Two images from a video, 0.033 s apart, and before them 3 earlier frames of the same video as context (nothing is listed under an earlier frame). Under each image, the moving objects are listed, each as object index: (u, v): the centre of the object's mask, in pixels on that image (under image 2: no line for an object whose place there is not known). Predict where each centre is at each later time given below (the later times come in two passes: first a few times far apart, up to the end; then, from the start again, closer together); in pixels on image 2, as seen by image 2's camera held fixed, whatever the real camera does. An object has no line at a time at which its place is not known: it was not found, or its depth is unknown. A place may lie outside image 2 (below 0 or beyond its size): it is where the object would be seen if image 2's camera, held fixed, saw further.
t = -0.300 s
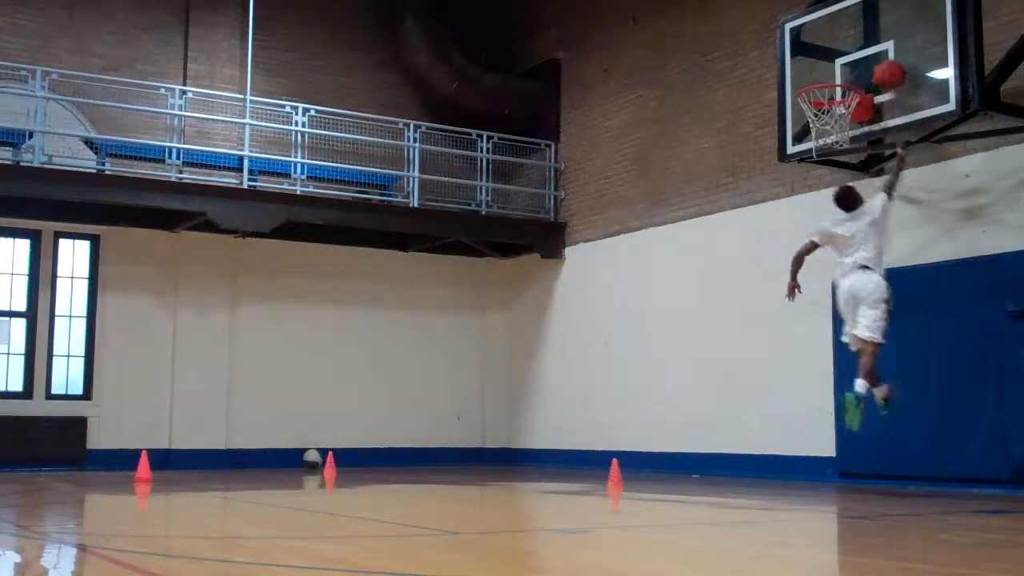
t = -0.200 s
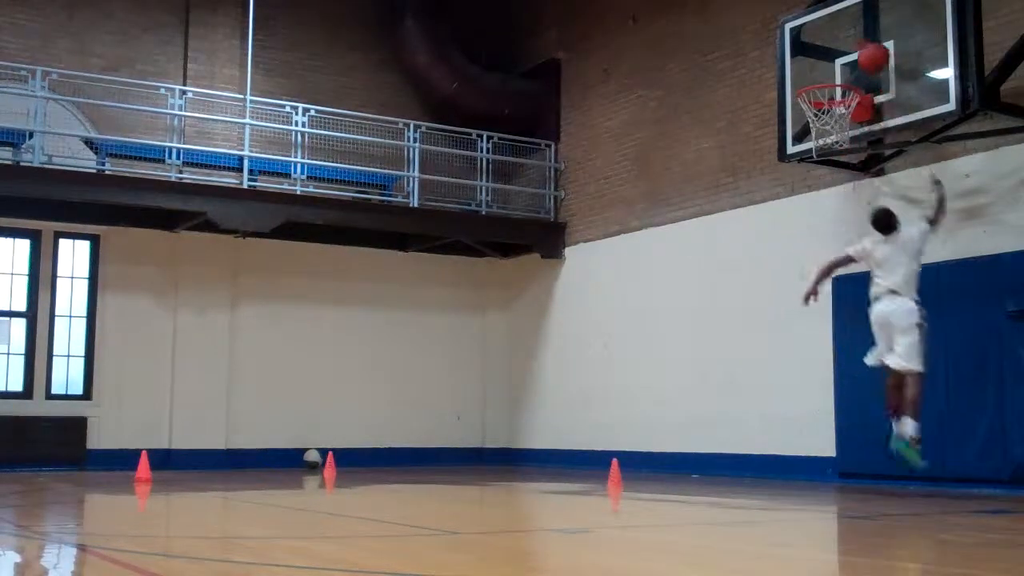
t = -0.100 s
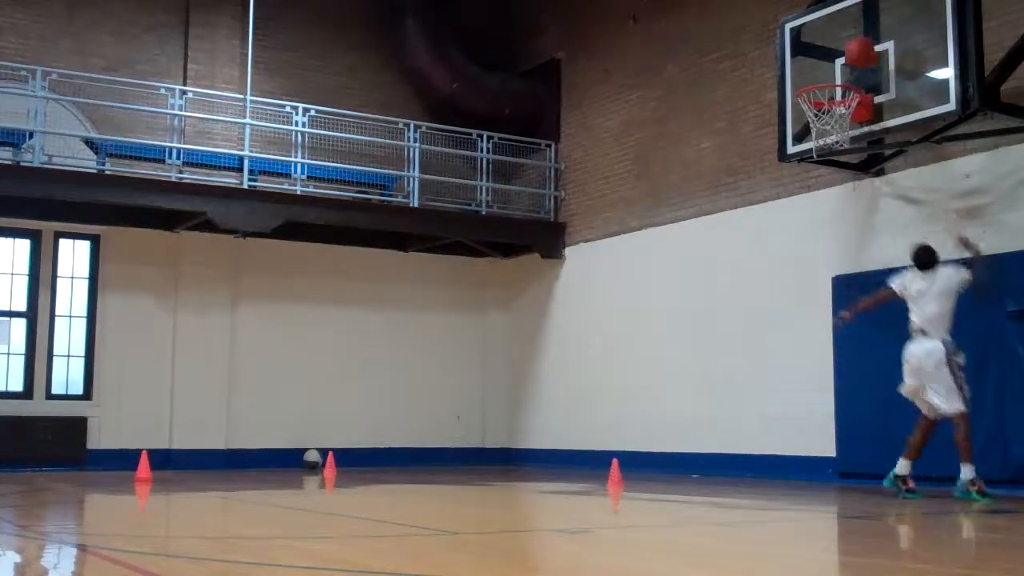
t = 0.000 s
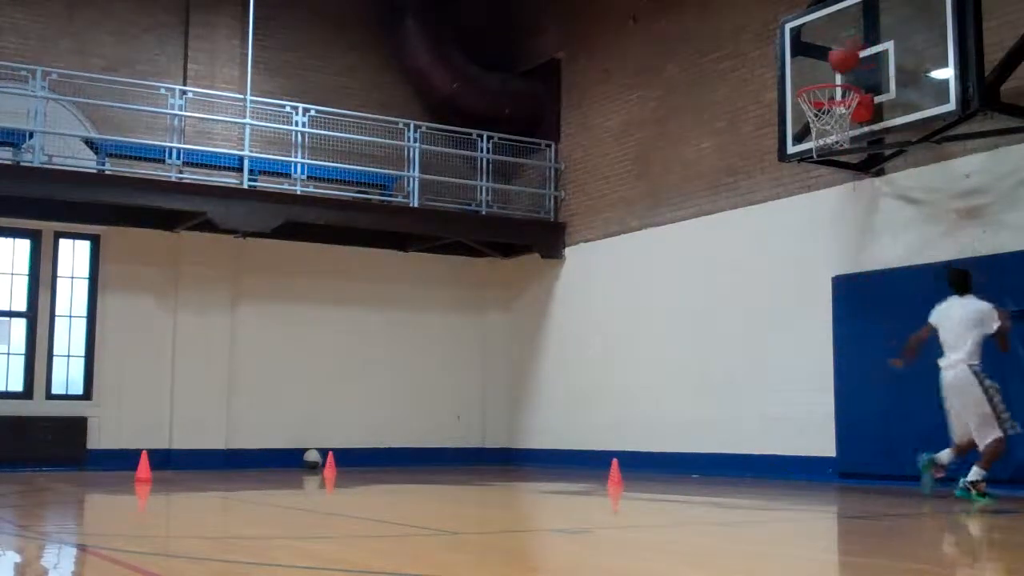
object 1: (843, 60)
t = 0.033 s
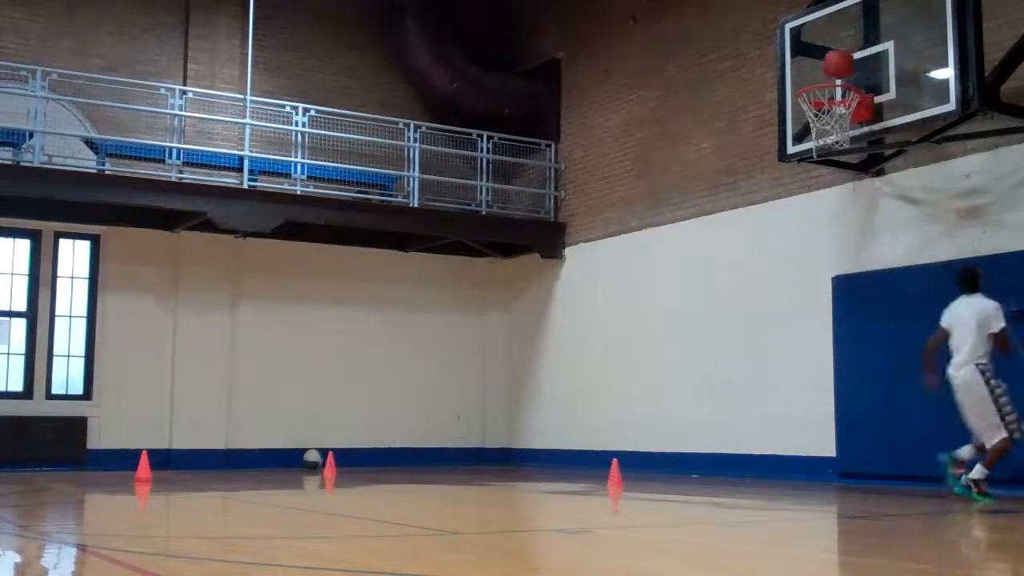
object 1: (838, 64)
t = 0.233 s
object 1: (831, 110)
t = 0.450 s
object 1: (833, 201)
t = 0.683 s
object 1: (842, 352)
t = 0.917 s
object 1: (855, 421)
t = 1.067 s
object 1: (871, 345)
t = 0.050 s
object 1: (836, 67)
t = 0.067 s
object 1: (834, 69)
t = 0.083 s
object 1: (832, 72)
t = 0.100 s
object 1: (830, 75)
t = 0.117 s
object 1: (828, 77)
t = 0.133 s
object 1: (825, 78)
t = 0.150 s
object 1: (825, 81)
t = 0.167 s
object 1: (828, 83)
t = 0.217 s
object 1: (834, 106)
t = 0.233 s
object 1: (831, 110)
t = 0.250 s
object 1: (823, 133)
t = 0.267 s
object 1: (825, 137)
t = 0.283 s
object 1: (824, 141)
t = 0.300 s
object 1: (827, 142)
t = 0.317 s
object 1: (828, 144)
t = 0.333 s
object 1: (829, 150)
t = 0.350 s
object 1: (831, 157)
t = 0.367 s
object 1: (831, 162)
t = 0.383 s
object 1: (831, 170)
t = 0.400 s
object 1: (831, 177)
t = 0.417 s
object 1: (832, 185)
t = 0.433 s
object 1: (833, 193)
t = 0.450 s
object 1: (833, 201)
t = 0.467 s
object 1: (834, 209)
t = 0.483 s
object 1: (834, 218)
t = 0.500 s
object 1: (835, 227)
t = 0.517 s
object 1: (835, 237)
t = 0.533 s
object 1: (836, 247)
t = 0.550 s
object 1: (837, 257)
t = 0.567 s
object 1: (837, 268)
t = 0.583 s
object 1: (837, 279)
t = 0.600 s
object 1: (838, 291)
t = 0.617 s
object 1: (839, 302)
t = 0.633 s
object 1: (840, 314)
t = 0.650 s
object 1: (841, 326)
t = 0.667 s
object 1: (842, 339)
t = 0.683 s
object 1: (842, 352)
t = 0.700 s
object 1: (843, 366)
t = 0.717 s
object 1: (843, 379)
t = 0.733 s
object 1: (844, 393)
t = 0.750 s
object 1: (844, 408)
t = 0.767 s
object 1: (845, 422)
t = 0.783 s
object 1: (846, 438)
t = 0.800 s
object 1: (848, 456)
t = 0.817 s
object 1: (847, 470)
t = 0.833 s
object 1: (848, 475)
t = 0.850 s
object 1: (850, 464)
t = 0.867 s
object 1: (852, 453)
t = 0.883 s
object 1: (853, 442)
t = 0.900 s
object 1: (855, 430)
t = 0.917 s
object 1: (855, 421)
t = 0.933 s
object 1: (858, 411)
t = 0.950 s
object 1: (858, 402)
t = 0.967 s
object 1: (860, 393)
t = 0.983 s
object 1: (861, 383)
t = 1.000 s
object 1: (863, 376)
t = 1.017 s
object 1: (865, 367)
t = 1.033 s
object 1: (867, 360)
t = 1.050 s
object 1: (869, 352)
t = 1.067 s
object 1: (871, 345)
